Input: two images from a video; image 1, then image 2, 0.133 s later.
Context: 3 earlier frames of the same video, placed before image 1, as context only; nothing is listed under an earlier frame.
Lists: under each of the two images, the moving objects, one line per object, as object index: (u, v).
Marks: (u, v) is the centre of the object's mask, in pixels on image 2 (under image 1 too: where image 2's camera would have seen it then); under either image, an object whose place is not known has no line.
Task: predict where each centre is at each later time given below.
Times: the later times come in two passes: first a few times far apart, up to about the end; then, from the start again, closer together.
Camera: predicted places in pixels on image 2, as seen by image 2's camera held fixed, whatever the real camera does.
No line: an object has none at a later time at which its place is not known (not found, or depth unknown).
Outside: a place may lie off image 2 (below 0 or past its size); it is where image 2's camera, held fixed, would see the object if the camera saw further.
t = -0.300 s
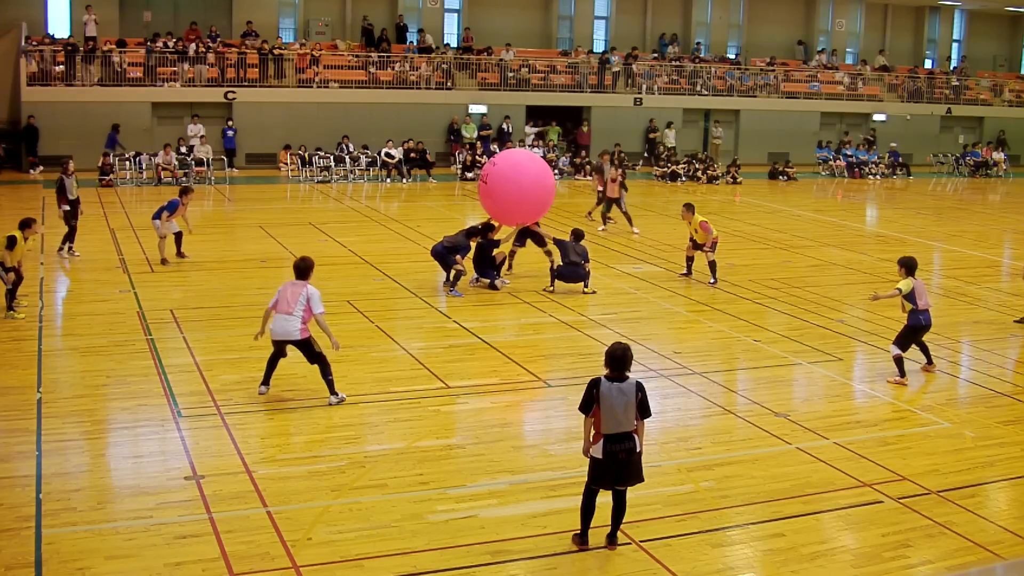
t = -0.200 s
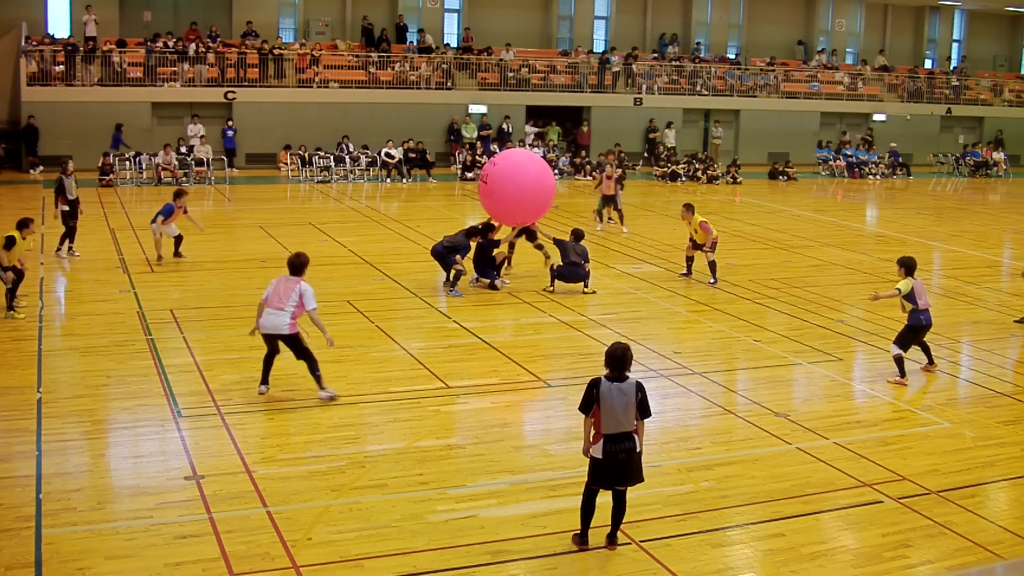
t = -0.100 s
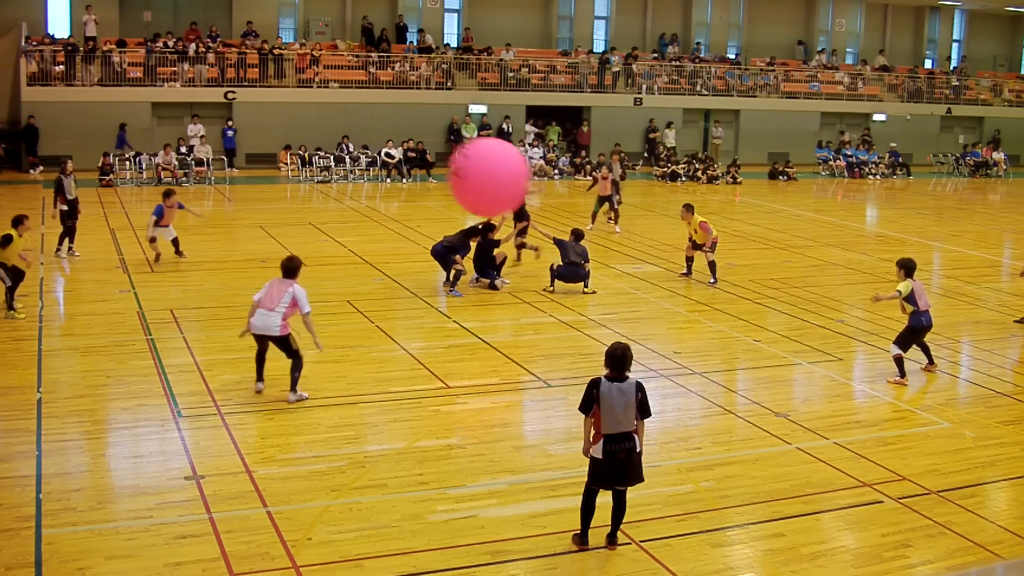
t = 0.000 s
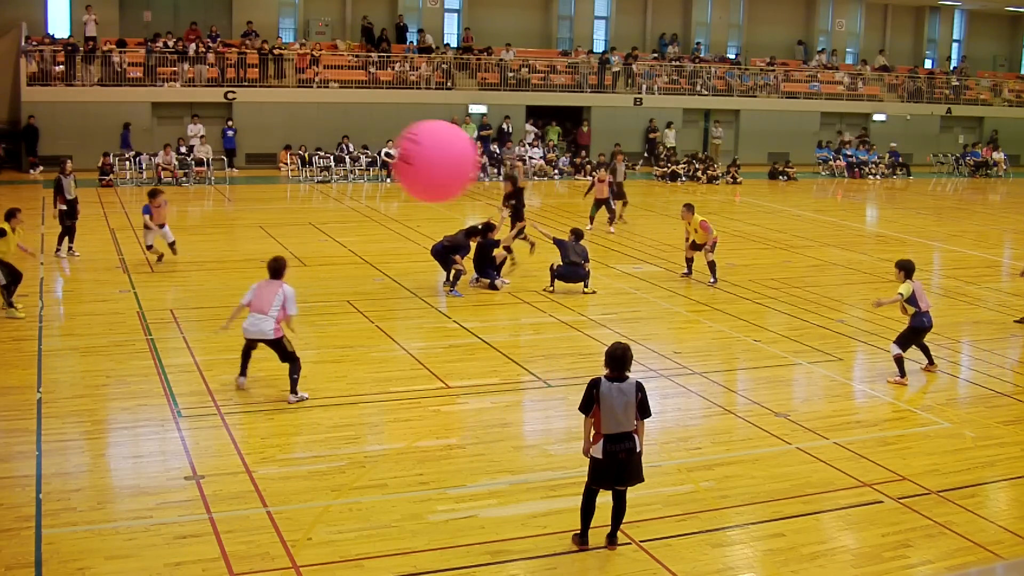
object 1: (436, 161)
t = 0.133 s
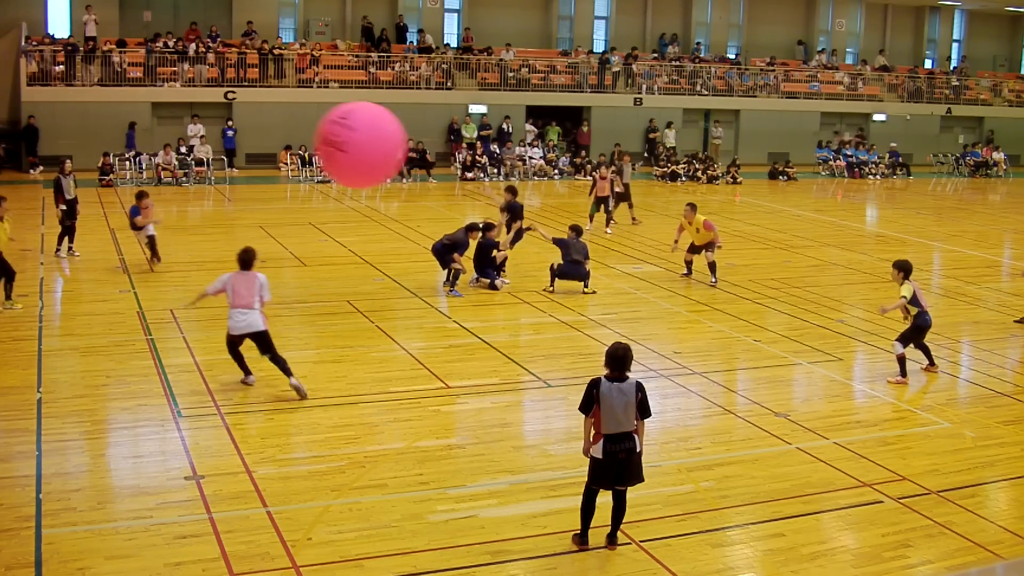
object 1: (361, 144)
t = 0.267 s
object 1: (285, 139)
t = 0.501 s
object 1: (165, 169)
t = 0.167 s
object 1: (341, 142)
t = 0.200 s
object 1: (322, 140)
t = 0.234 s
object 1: (303, 139)
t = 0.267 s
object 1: (285, 139)
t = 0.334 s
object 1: (249, 143)
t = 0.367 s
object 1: (231, 146)
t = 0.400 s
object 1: (214, 151)
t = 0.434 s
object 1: (197, 156)
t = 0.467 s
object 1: (181, 162)
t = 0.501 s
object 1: (165, 169)
